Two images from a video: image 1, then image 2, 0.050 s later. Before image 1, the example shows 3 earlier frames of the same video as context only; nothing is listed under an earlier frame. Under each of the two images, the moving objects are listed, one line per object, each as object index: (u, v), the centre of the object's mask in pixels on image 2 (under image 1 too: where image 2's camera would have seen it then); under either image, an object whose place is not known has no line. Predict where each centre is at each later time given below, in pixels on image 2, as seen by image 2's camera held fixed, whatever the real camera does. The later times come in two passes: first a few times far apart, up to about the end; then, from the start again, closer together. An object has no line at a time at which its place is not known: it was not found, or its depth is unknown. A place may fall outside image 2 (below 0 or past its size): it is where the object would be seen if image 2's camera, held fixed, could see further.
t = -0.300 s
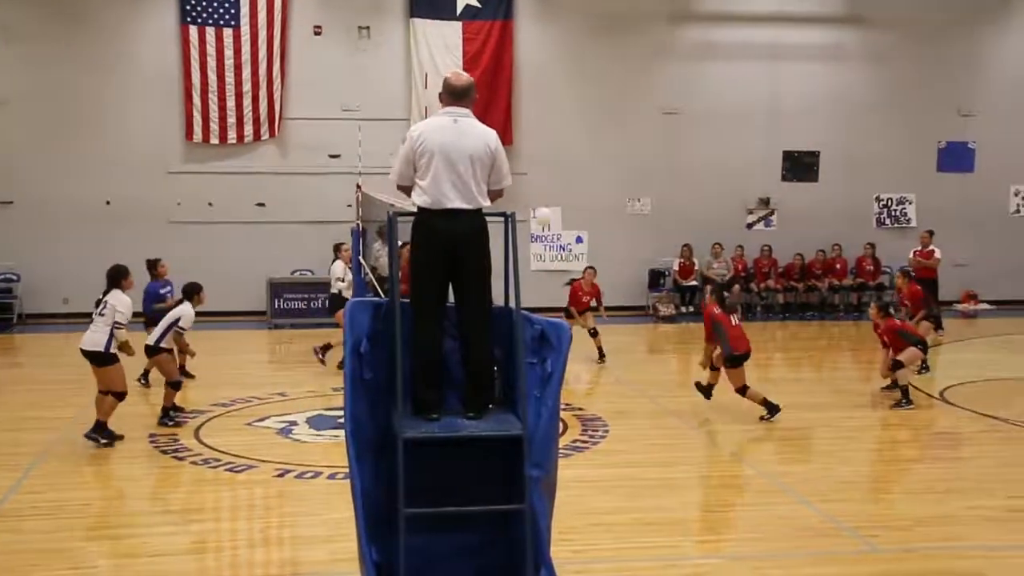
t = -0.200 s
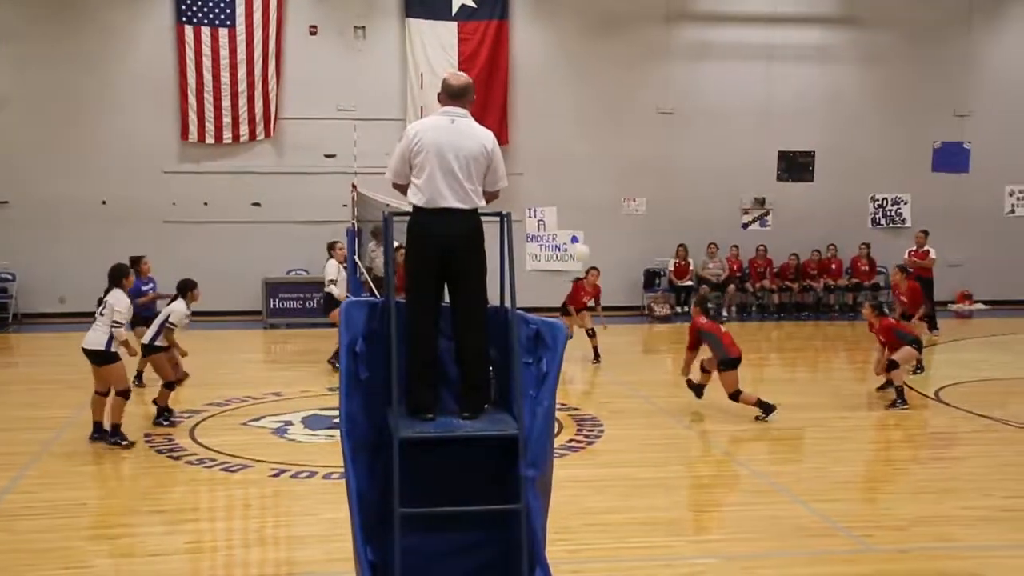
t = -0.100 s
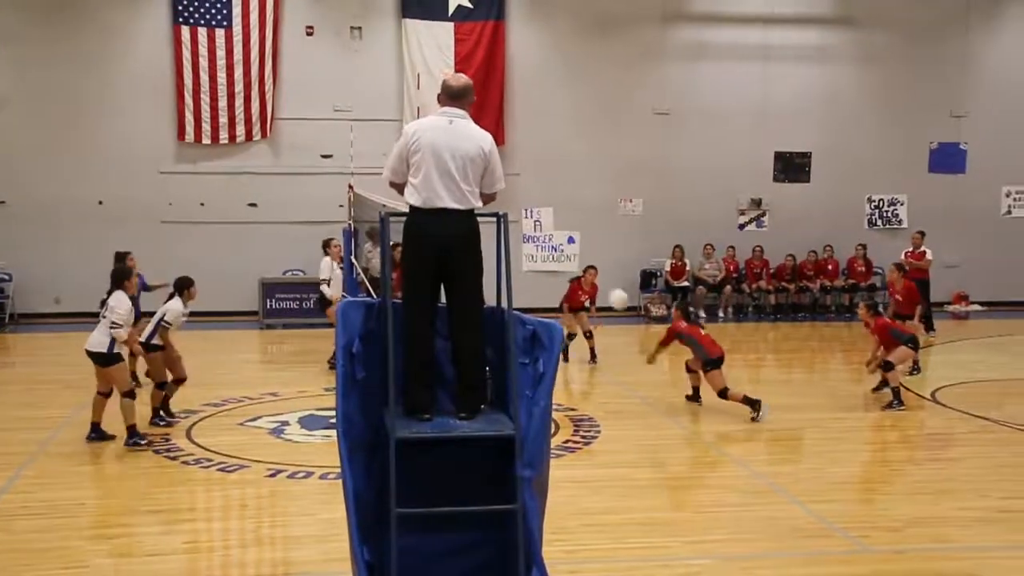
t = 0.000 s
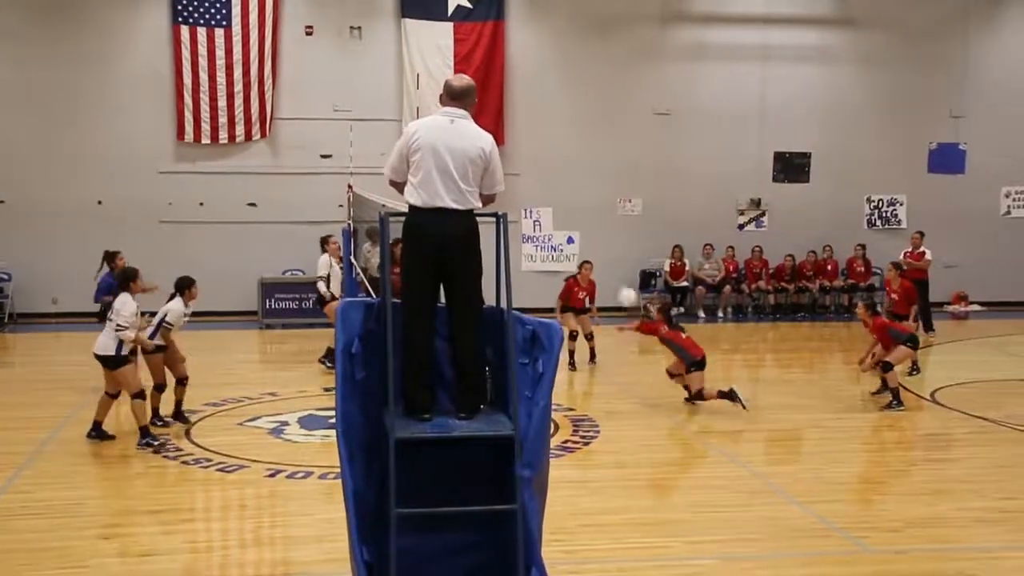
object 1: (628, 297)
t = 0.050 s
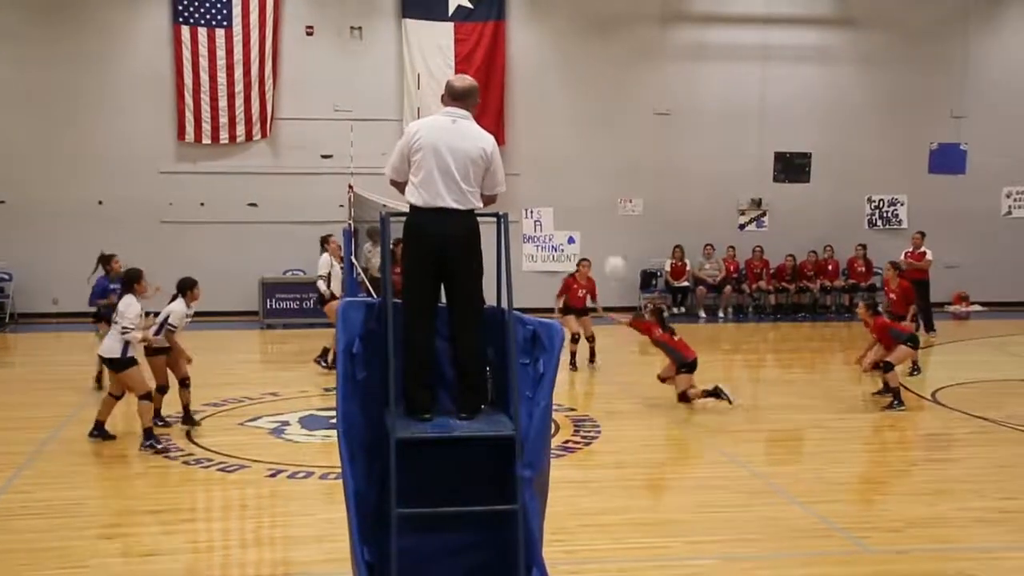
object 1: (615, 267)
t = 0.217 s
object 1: (571, 175)
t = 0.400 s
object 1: (520, 106)
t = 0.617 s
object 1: (462, 66)
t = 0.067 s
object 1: (608, 254)
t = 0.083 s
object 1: (604, 245)
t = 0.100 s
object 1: (601, 235)
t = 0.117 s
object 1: (596, 226)
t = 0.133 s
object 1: (592, 216)
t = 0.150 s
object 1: (586, 207)
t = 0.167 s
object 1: (582, 199)
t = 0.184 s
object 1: (578, 191)
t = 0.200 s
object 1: (575, 182)
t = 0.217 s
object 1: (571, 175)
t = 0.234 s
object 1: (565, 169)
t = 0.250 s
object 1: (560, 161)
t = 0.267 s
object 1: (555, 154)
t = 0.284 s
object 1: (551, 147)
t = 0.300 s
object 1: (546, 140)
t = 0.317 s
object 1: (541, 133)
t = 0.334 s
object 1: (538, 128)
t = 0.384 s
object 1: (525, 111)
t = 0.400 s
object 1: (520, 106)
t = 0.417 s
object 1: (516, 100)
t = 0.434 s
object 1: (511, 98)
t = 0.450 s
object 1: (508, 95)
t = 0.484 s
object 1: (498, 88)
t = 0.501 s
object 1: (494, 84)
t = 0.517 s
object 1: (488, 81)
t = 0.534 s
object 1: (484, 78)
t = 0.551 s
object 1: (479, 75)
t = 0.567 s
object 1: (476, 73)
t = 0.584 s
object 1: (471, 70)
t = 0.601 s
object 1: (466, 68)
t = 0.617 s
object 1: (462, 66)
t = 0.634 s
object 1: (459, 65)
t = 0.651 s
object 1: (457, 65)
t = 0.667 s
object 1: (451, 64)
